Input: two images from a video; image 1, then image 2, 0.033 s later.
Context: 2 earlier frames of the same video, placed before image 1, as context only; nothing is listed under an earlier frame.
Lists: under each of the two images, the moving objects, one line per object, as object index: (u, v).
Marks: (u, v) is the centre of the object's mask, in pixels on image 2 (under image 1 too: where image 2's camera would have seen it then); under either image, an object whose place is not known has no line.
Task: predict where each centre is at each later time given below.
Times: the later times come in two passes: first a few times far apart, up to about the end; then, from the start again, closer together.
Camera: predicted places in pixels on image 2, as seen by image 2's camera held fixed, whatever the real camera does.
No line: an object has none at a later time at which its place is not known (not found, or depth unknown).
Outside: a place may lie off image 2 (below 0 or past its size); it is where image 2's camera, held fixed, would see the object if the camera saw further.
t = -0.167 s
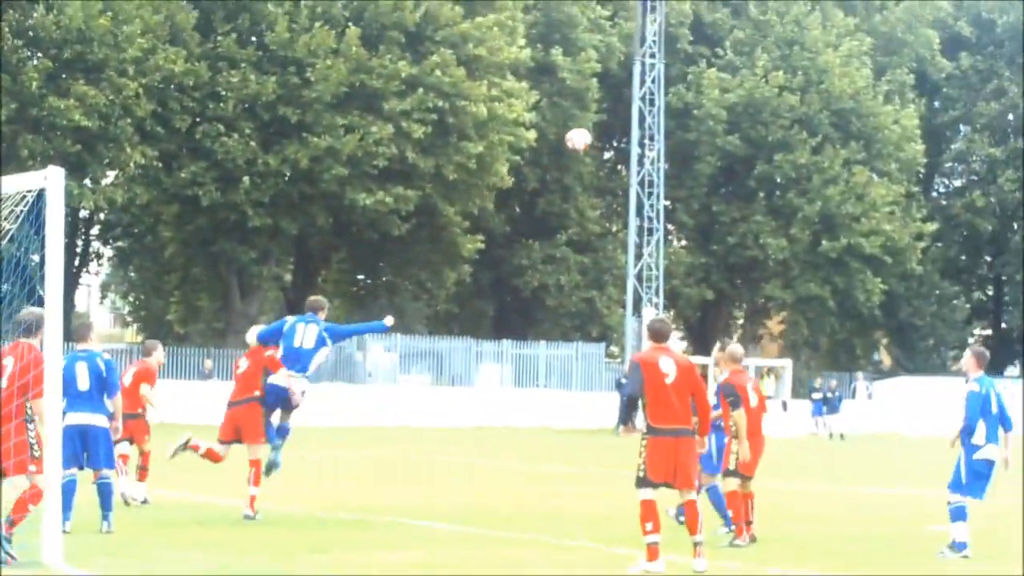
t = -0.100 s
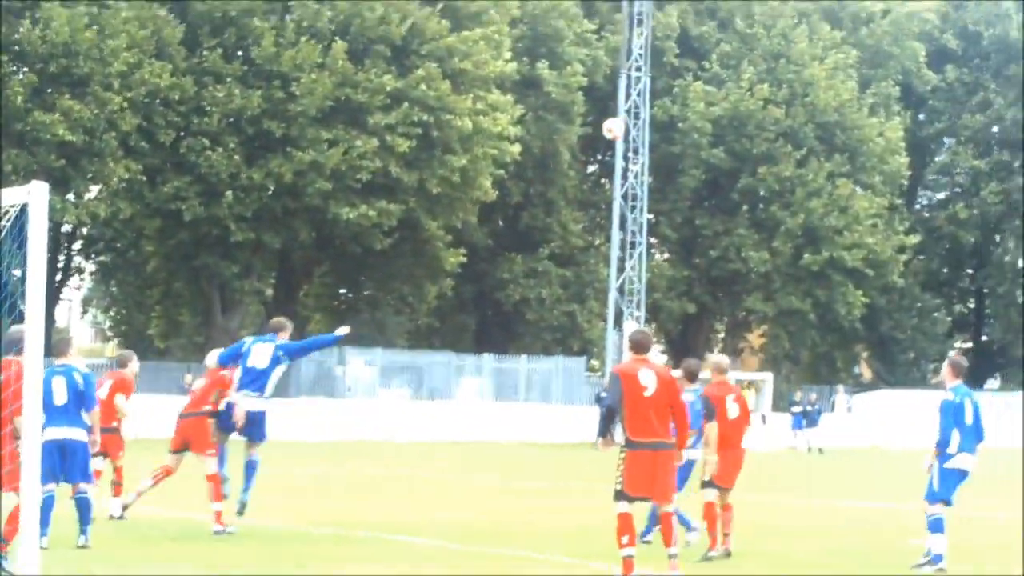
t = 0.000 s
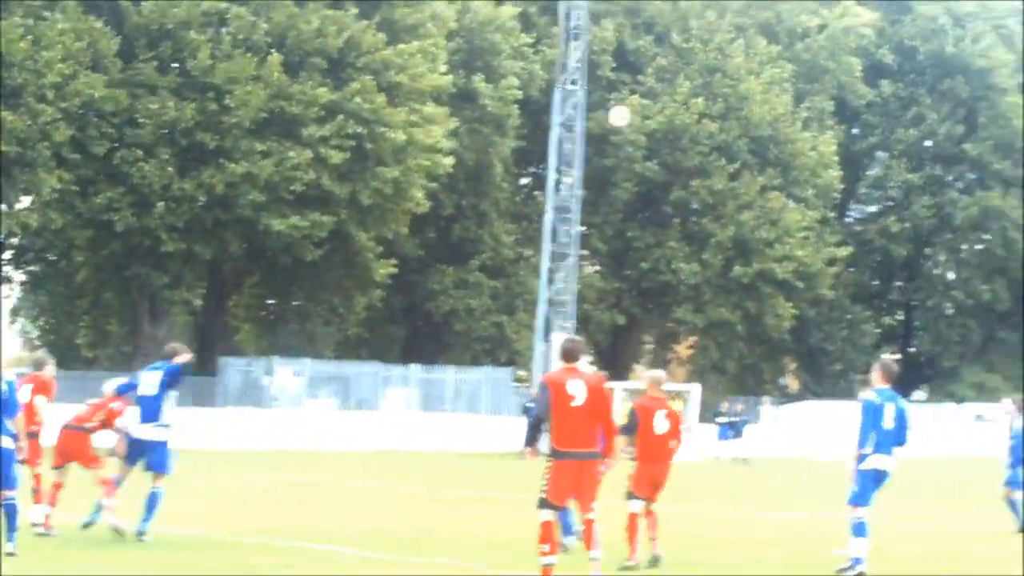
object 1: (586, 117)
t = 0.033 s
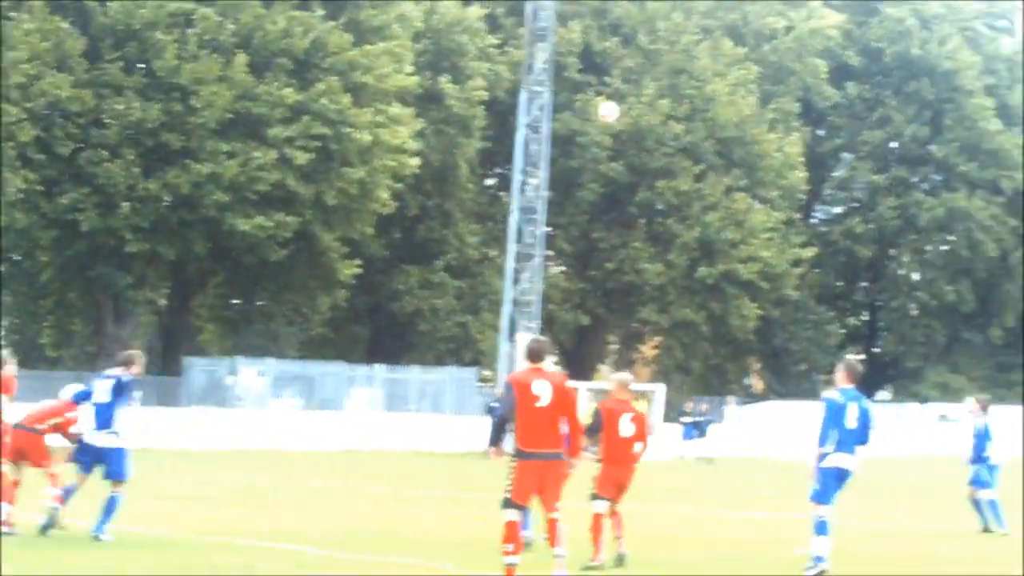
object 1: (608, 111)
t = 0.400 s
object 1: (821, 121)
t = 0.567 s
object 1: (897, 159)
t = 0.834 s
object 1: (1009, 267)
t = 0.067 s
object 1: (629, 107)
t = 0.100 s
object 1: (650, 103)
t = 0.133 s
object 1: (670, 102)
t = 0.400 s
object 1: (821, 121)
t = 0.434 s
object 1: (837, 127)
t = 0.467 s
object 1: (853, 135)
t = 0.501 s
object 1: (868, 142)
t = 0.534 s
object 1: (883, 151)
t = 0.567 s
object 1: (897, 159)
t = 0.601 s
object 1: (912, 171)
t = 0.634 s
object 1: (925, 182)
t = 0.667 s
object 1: (939, 194)
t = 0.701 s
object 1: (954, 207)
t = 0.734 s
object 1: (968, 221)
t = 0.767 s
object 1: (982, 236)
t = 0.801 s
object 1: (995, 251)
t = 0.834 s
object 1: (1009, 267)
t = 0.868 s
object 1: (1022, 285)
